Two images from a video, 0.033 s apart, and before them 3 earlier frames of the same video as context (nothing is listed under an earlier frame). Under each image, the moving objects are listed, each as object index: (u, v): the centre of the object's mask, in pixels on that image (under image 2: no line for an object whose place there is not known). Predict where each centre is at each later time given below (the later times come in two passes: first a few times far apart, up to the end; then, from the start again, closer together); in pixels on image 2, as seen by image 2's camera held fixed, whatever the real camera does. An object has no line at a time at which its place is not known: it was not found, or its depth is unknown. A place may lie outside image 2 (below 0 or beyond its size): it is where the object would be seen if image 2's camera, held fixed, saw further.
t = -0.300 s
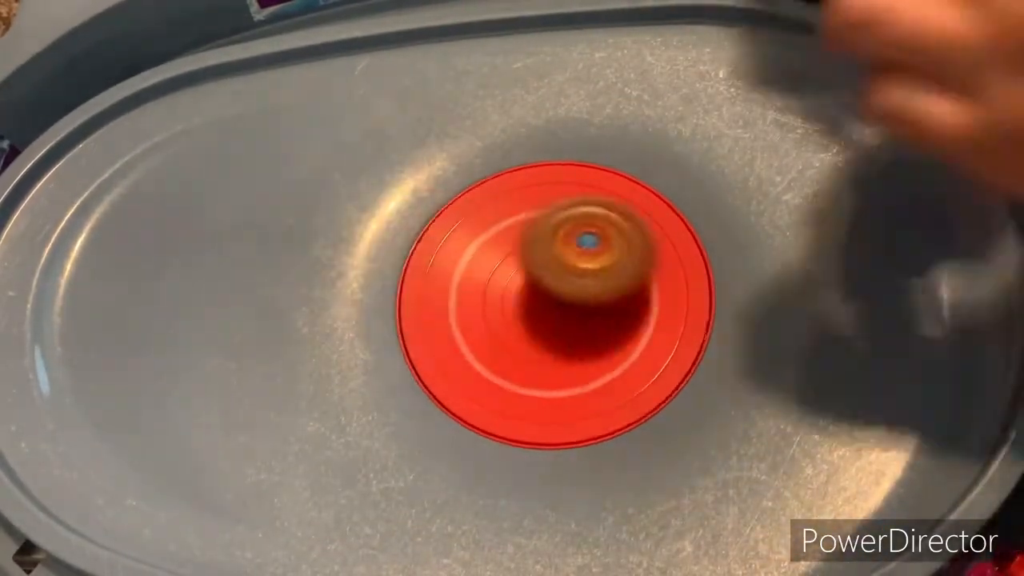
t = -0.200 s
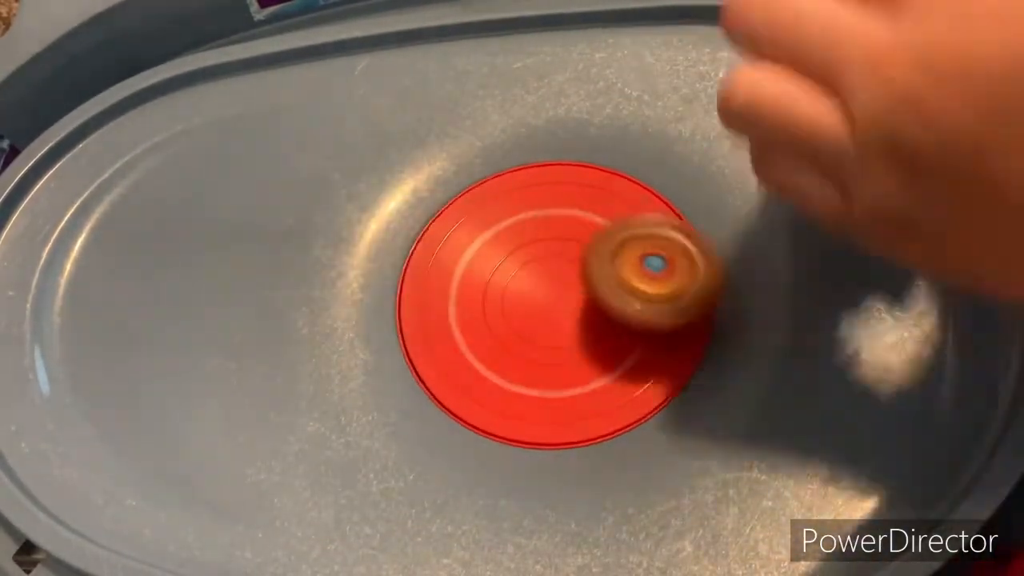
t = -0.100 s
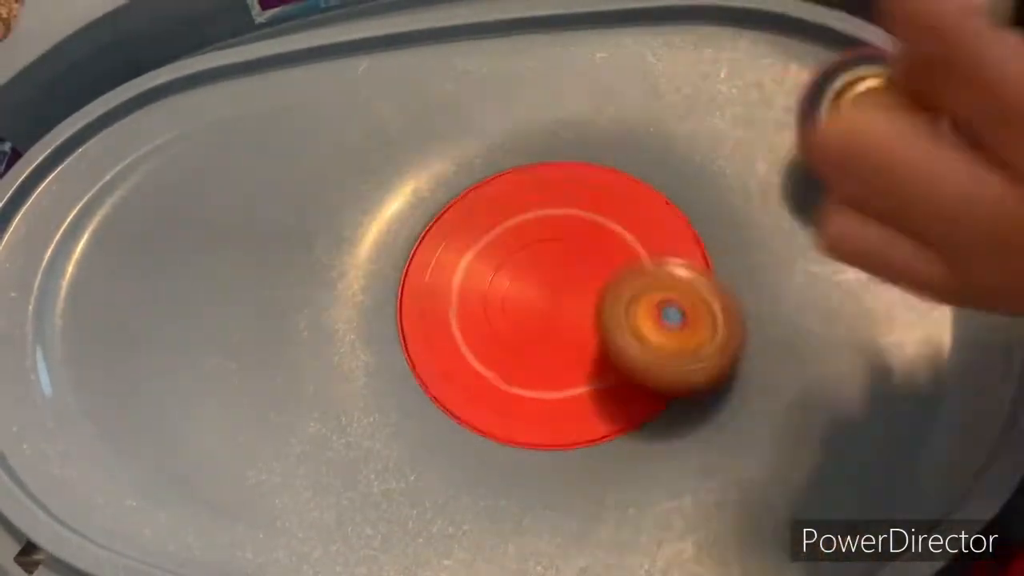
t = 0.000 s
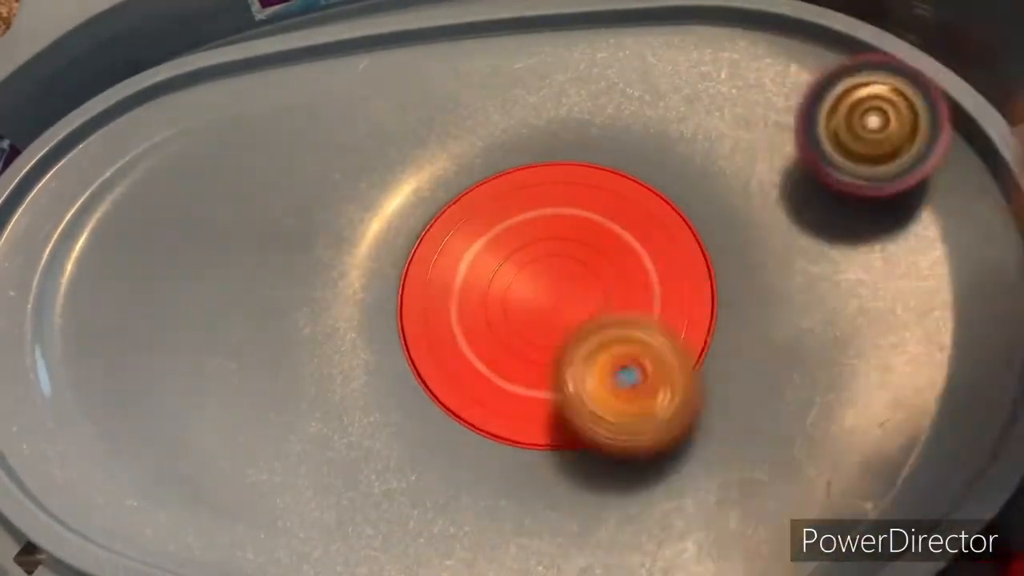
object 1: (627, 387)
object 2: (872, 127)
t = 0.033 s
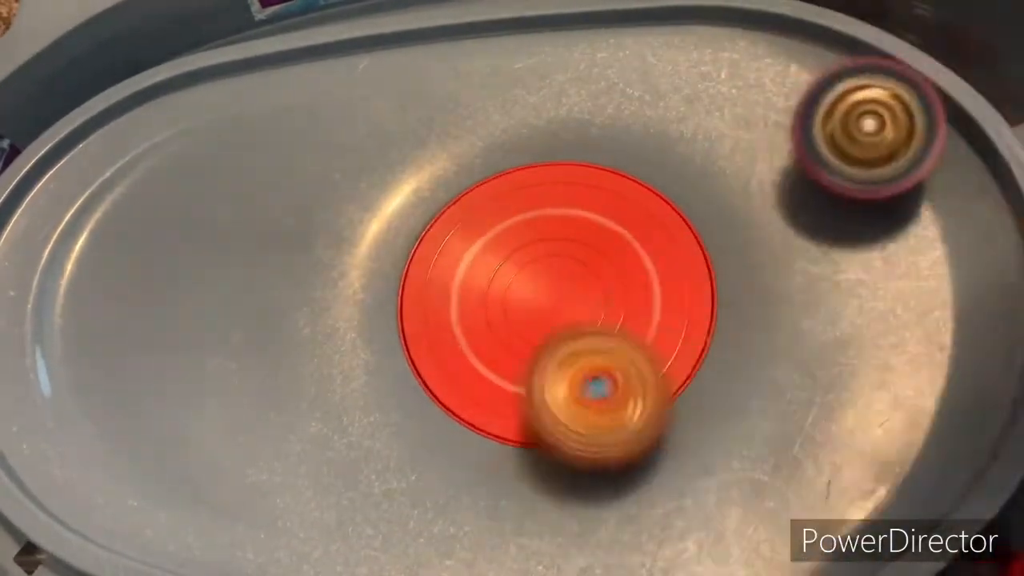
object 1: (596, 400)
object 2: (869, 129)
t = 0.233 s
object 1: (397, 302)
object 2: (826, 165)
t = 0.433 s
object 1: (598, 114)
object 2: (759, 232)
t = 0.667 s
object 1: (832, 124)
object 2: (728, 284)
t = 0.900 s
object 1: (818, 82)
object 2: (709, 247)
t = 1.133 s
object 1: (670, 36)
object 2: (699, 206)
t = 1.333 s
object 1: (564, 42)
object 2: (696, 189)
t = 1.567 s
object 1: (465, 122)
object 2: (618, 244)
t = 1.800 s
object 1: (418, 229)
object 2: (412, 486)
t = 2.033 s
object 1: (673, 166)
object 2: (366, 483)
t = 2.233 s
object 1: (796, 349)
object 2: (291, 444)
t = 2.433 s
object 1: (753, 419)
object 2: (149, 480)
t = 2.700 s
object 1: (607, 312)
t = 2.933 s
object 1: (413, 214)
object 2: (265, 402)
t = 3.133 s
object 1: (550, 158)
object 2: (419, 293)
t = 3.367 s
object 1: (759, 268)
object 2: (697, 83)
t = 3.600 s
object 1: (602, 369)
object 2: (755, 38)
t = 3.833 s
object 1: (336, 296)
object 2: (488, 103)
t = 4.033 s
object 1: (143, 407)
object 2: (389, 168)
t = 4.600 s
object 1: (621, 529)
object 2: (534, 171)
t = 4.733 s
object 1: (814, 406)
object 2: (649, 138)
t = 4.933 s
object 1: (913, 231)
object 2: (644, 277)
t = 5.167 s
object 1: (852, 107)
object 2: (456, 510)
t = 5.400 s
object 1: (765, 58)
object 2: (500, 529)
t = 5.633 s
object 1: (681, 70)
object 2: (661, 502)
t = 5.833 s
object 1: (576, 110)
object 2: (680, 263)
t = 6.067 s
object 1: (379, 127)
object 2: (621, 432)
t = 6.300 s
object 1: (279, 131)
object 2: (538, 508)
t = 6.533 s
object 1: (262, 148)
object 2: (624, 310)
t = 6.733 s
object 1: (293, 175)
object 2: (541, 232)
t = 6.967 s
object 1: (379, 230)
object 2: (680, 168)
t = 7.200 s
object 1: (591, 271)
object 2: (730, 304)
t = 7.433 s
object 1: (383, 66)
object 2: (726, 323)
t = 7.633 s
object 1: (323, 58)
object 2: (581, 216)
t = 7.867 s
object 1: (319, 80)
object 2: (654, 252)
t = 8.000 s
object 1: (335, 98)
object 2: (696, 378)
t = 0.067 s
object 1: (560, 405)
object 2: (863, 133)
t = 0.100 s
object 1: (521, 405)
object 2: (857, 138)
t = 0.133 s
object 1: (479, 394)
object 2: (850, 144)
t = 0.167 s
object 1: (437, 376)
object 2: (843, 150)
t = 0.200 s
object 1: (404, 345)
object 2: (834, 157)
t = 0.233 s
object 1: (397, 302)
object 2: (826, 165)
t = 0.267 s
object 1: (398, 256)
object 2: (817, 175)
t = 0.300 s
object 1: (411, 210)
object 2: (808, 183)
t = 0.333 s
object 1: (447, 175)
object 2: (797, 196)
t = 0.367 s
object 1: (493, 148)
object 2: (786, 207)
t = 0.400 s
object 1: (545, 126)
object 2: (774, 220)
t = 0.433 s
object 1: (598, 114)
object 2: (759, 232)
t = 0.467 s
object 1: (644, 111)
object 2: (743, 246)
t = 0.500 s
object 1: (689, 109)
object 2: (720, 260)
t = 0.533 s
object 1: (729, 112)
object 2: (718, 267)
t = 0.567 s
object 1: (764, 116)
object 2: (732, 274)
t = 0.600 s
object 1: (792, 119)
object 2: (738, 279)
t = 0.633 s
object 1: (815, 122)
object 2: (736, 281)
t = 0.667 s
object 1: (832, 124)
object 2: (728, 284)
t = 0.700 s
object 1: (844, 124)
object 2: (714, 283)
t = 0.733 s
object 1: (849, 122)
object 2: (713, 281)
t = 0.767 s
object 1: (850, 118)
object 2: (720, 278)
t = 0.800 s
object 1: (847, 113)
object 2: (720, 272)
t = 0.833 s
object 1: (840, 104)
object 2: (711, 266)
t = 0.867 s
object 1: (830, 94)
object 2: (709, 256)
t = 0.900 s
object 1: (818, 82)
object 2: (709, 247)
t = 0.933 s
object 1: (804, 67)
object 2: (707, 238)
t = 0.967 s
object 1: (789, 53)
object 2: (705, 230)
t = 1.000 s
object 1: (771, 43)
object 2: (704, 225)
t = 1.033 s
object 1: (745, 42)
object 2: (703, 218)
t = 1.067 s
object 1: (719, 40)
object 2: (701, 214)
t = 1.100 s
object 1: (694, 37)
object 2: (701, 209)
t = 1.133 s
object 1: (670, 36)
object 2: (699, 206)
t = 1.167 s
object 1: (650, 35)
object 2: (699, 203)
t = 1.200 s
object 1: (630, 35)
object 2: (698, 200)
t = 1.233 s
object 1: (612, 35)
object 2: (697, 197)
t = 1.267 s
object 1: (595, 36)
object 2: (697, 194)
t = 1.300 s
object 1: (578, 39)
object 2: (697, 191)
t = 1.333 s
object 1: (564, 42)
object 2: (696, 189)
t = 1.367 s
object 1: (549, 47)
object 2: (696, 186)
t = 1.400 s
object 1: (536, 53)
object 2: (694, 185)
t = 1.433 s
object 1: (522, 63)
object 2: (691, 185)
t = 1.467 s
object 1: (509, 74)
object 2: (679, 192)
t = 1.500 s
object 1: (495, 86)
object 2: (662, 205)
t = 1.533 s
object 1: (481, 101)
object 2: (643, 222)
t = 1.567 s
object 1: (465, 122)
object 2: (618, 244)
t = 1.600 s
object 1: (447, 149)
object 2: (592, 270)
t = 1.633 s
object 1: (429, 183)
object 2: (561, 298)
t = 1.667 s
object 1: (407, 214)
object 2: (524, 326)
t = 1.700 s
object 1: (396, 248)
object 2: (481, 350)
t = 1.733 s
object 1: (395, 262)
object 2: (449, 386)
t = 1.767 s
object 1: (402, 252)
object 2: (429, 433)
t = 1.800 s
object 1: (418, 229)
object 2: (412, 486)
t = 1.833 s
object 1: (441, 204)
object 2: (399, 521)
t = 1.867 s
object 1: (472, 177)
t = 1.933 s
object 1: (547, 133)
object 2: (381, 517)
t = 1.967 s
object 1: (587, 132)
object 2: (374, 507)
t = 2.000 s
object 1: (630, 147)
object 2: (371, 497)
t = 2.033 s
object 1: (673, 166)
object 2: (366, 483)
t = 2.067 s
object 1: (716, 194)
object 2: (359, 473)
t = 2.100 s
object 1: (747, 223)
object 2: (349, 462)
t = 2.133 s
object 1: (771, 256)
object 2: (338, 454)
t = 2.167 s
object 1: (786, 290)
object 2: (323, 449)
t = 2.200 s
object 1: (793, 321)
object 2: (307, 446)
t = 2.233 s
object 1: (796, 349)
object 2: (291, 444)
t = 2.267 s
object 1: (794, 371)
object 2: (272, 446)
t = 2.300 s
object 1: (789, 392)
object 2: (254, 450)
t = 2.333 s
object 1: (782, 406)
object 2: (232, 457)
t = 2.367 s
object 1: (772, 415)
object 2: (206, 466)
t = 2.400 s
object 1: (762, 419)
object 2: (179, 475)
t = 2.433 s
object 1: (753, 419)
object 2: (149, 480)
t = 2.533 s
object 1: (718, 390)
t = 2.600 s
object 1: (684, 355)
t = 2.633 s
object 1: (665, 338)
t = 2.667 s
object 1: (637, 324)
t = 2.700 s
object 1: (607, 312)
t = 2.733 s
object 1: (572, 304)
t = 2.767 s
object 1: (538, 298)
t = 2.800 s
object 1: (504, 291)
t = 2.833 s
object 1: (472, 276)
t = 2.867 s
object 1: (447, 259)
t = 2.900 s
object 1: (427, 236)
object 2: (241, 421)
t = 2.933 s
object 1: (413, 214)
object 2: (265, 402)
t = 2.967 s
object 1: (416, 195)
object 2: (287, 379)
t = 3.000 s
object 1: (431, 187)
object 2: (307, 356)
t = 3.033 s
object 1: (451, 178)
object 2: (328, 333)
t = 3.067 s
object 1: (478, 171)
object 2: (353, 315)
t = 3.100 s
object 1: (512, 164)
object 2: (384, 302)
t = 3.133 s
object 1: (550, 158)
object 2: (419, 293)
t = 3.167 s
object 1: (594, 158)
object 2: (454, 275)
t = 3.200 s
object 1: (641, 163)
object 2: (490, 244)
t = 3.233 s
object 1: (685, 175)
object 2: (527, 209)
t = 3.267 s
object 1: (718, 196)
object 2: (571, 168)
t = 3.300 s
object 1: (742, 222)
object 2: (620, 132)
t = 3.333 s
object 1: (755, 245)
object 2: (661, 109)
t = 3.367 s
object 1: (759, 268)
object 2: (697, 83)
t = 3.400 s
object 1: (754, 290)
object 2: (727, 66)
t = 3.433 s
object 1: (744, 306)
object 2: (752, 52)
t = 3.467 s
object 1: (725, 321)
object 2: (769, 40)
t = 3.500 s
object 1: (702, 330)
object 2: (776, 33)
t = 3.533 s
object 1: (677, 342)
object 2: (778, 30)
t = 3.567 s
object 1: (644, 355)
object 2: (770, 32)
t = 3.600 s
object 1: (602, 369)
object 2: (755, 38)
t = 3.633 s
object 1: (554, 383)
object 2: (734, 45)
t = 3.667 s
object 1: (503, 389)
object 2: (704, 51)
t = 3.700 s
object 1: (446, 388)
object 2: (671, 58)
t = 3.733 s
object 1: (397, 371)
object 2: (635, 66)
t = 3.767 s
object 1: (366, 346)
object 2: (590, 75)
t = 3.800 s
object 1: (346, 321)
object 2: (541, 87)
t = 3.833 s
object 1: (336, 296)
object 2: (488, 103)
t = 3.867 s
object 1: (333, 276)
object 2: (433, 125)
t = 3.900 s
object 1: (319, 269)
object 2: (392, 143)
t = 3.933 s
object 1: (269, 301)
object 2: (391, 138)
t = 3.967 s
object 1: (223, 336)
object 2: (389, 140)
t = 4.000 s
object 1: (179, 373)
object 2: (388, 150)
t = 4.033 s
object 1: (143, 407)
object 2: (389, 168)
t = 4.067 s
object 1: (109, 445)
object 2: (390, 188)
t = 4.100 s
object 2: (394, 219)
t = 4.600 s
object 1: (621, 529)
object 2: (534, 171)
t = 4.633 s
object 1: (684, 512)
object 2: (561, 151)
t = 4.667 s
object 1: (738, 484)
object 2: (596, 138)
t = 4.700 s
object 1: (778, 446)
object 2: (627, 135)
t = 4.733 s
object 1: (814, 406)
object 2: (649, 138)
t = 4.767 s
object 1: (837, 371)
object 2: (660, 149)
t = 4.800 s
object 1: (858, 337)
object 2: (660, 163)
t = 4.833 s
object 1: (873, 309)
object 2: (656, 178)
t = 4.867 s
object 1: (887, 282)
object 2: (650, 202)
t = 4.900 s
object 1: (899, 255)
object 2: (648, 234)
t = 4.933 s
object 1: (913, 231)
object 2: (644, 277)
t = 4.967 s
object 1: (924, 207)
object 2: (637, 330)
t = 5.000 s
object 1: (933, 184)
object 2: (619, 393)
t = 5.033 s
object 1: (931, 164)
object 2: (581, 440)
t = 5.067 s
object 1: (910, 150)
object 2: (541, 475)
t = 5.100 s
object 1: (888, 135)
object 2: (506, 493)
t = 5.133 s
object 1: (870, 121)
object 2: (477, 503)
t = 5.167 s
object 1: (852, 107)
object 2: (456, 510)
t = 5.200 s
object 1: (837, 96)
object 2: (445, 517)
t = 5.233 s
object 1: (824, 86)
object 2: (442, 524)
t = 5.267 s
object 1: (813, 78)
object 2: (447, 531)
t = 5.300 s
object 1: (801, 71)
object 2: (456, 534)
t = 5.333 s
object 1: (788, 66)
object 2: (469, 531)
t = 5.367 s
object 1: (777, 62)
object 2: (484, 529)
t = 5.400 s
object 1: (765, 58)
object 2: (500, 529)
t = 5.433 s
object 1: (753, 57)
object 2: (521, 532)
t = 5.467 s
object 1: (742, 57)
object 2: (545, 534)
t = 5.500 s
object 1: (730, 58)
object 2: (573, 535)
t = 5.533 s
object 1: (719, 59)
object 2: (599, 533)
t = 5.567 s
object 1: (706, 62)
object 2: (621, 526)
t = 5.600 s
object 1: (694, 65)
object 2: (643, 517)
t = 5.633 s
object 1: (681, 70)
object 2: (661, 502)
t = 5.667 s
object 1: (667, 74)
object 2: (675, 472)
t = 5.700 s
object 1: (654, 80)
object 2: (684, 433)
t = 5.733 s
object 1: (638, 86)
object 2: (693, 391)
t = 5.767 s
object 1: (620, 93)
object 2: (696, 346)
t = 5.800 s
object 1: (600, 101)
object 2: (694, 302)
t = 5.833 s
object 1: (576, 110)
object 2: (680, 263)
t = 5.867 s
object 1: (553, 124)
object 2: (661, 233)
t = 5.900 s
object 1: (530, 140)
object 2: (641, 212)
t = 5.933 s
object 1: (492, 130)
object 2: (646, 236)
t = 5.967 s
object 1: (457, 126)
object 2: (654, 270)
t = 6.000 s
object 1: (426, 125)
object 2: (655, 319)
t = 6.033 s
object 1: (401, 126)
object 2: (645, 377)
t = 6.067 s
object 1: (379, 127)
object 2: (621, 432)
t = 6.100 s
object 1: (360, 127)
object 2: (593, 465)
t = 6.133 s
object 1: (344, 127)
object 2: (564, 494)
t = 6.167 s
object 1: (329, 126)
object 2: (542, 508)
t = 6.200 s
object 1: (314, 126)
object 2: (528, 513)
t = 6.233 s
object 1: (301, 128)
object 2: (523, 515)
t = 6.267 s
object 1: (289, 129)
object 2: (527, 513)
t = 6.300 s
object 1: (279, 131)
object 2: (538, 508)
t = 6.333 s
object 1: (270, 132)
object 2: (552, 498)
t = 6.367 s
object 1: (263, 133)
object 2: (566, 472)
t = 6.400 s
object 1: (259, 135)
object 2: (587, 439)
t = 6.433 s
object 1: (258, 138)
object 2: (610, 408)
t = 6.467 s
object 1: (257, 140)
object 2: (628, 372)
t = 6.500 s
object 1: (259, 144)
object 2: (630, 338)
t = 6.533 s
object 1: (262, 148)
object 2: (624, 310)
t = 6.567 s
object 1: (265, 153)
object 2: (609, 289)
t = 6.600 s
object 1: (269, 159)
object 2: (589, 276)
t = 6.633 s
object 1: (274, 164)
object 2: (568, 268)
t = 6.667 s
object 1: (280, 167)
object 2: (552, 262)
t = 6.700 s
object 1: (286, 171)
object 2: (543, 250)
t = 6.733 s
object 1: (293, 175)
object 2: (541, 232)
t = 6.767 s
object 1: (301, 180)
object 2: (548, 211)
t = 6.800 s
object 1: (310, 184)
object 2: (563, 193)
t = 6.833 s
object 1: (320, 188)
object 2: (581, 177)
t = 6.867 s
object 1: (332, 194)
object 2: (608, 162)
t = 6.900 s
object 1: (345, 202)
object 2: (638, 157)
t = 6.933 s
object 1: (361, 213)
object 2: (662, 158)
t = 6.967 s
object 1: (379, 230)
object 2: (680, 168)
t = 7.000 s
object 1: (402, 250)
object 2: (692, 183)
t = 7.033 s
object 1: (426, 266)
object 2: (708, 198)
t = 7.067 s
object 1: (454, 275)
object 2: (721, 217)
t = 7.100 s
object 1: (489, 279)
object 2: (731, 239)
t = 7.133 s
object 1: (525, 280)
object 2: (737, 263)
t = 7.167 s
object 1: (559, 274)
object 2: (737, 285)
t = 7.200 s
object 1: (591, 271)
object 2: (730, 304)
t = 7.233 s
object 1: (554, 237)
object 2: (774, 346)
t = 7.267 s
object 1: (512, 192)
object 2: (828, 400)
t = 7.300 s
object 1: (477, 156)
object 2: (884, 451)
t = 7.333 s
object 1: (444, 117)
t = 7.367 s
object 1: (419, 94)
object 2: (807, 394)
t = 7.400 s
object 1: (399, 77)
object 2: (767, 356)
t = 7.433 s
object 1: (383, 66)
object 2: (726, 323)
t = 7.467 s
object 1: (370, 57)
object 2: (695, 290)
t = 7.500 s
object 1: (358, 51)
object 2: (669, 265)
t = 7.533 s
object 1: (346, 51)
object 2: (642, 242)
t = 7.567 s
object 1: (337, 54)
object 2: (616, 230)
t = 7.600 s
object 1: (329, 56)
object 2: (595, 222)
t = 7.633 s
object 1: (323, 58)
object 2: (581, 216)
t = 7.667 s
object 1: (319, 61)
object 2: (571, 210)
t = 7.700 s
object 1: (316, 63)
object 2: (570, 207)
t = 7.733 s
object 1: (315, 65)
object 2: (576, 208)
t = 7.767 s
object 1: (314, 69)
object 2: (588, 210)
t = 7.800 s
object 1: (315, 72)
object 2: (606, 218)
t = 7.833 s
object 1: (317, 75)
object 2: (629, 232)
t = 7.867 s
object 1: (319, 80)
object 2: (654, 252)
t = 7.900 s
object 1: (323, 84)
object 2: (675, 277)
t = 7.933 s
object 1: (326, 89)
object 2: (692, 310)
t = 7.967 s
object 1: (330, 94)
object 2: (700, 346)
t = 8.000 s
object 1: (335, 98)
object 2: (696, 378)
